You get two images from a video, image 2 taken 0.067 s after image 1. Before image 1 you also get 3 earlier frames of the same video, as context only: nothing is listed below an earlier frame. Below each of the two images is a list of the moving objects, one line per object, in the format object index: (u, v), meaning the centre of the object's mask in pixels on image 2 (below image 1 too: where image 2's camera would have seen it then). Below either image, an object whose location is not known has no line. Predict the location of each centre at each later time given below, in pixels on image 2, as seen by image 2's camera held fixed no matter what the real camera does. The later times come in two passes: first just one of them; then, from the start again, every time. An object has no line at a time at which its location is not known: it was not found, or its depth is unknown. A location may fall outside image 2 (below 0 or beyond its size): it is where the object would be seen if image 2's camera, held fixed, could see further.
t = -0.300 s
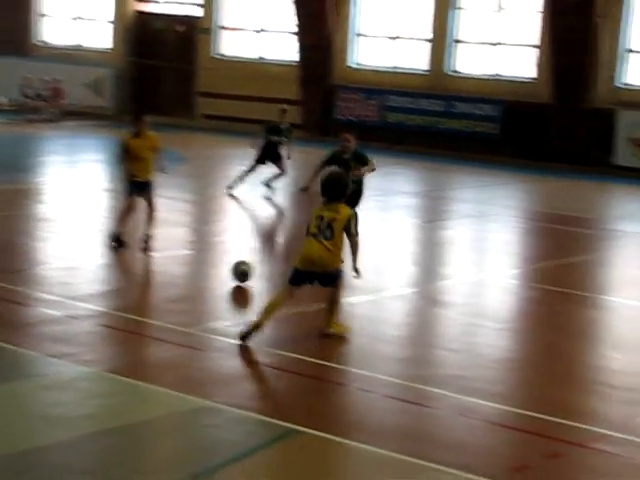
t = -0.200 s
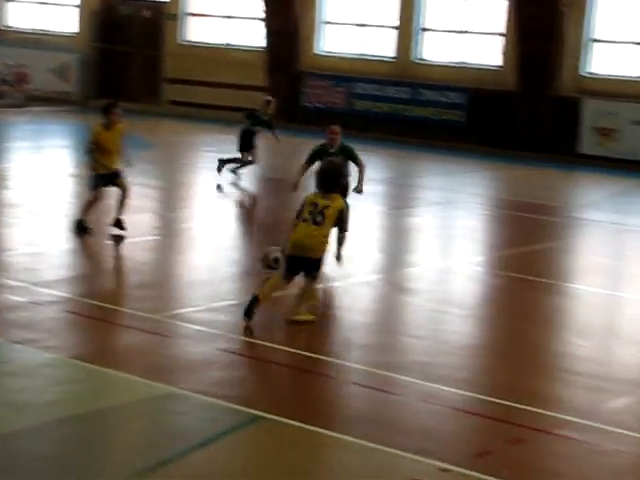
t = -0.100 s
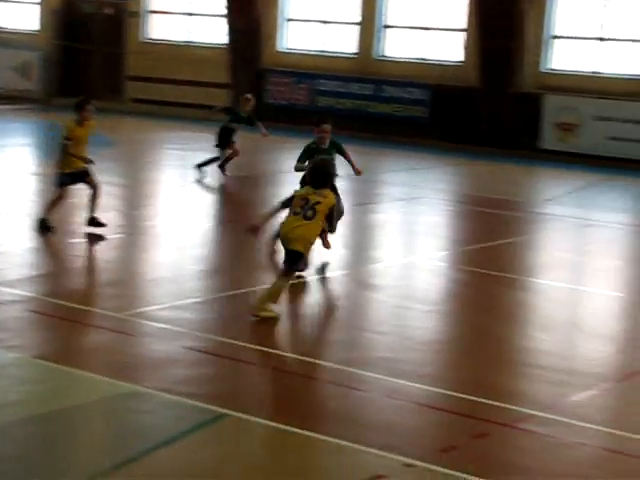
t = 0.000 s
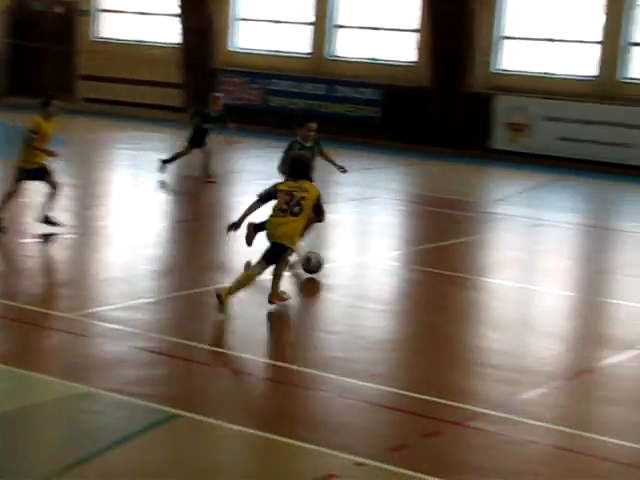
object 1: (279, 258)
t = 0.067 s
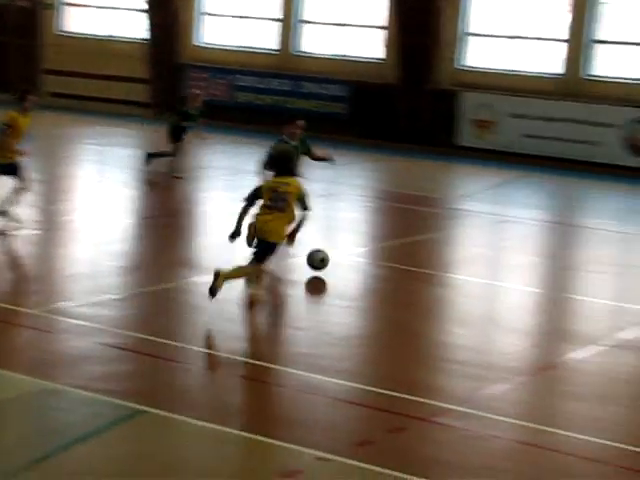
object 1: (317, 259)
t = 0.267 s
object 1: (432, 264)
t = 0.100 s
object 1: (337, 258)
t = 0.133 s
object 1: (357, 260)
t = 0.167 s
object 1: (376, 263)
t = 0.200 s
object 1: (395, 265)
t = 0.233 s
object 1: (415, 264)
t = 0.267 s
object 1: (432, 264)
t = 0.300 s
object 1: (451, 263)
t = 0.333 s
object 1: (469, 263)
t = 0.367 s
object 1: (487, 266)
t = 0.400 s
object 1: (501, 269)
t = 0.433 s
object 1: (520, 268)
